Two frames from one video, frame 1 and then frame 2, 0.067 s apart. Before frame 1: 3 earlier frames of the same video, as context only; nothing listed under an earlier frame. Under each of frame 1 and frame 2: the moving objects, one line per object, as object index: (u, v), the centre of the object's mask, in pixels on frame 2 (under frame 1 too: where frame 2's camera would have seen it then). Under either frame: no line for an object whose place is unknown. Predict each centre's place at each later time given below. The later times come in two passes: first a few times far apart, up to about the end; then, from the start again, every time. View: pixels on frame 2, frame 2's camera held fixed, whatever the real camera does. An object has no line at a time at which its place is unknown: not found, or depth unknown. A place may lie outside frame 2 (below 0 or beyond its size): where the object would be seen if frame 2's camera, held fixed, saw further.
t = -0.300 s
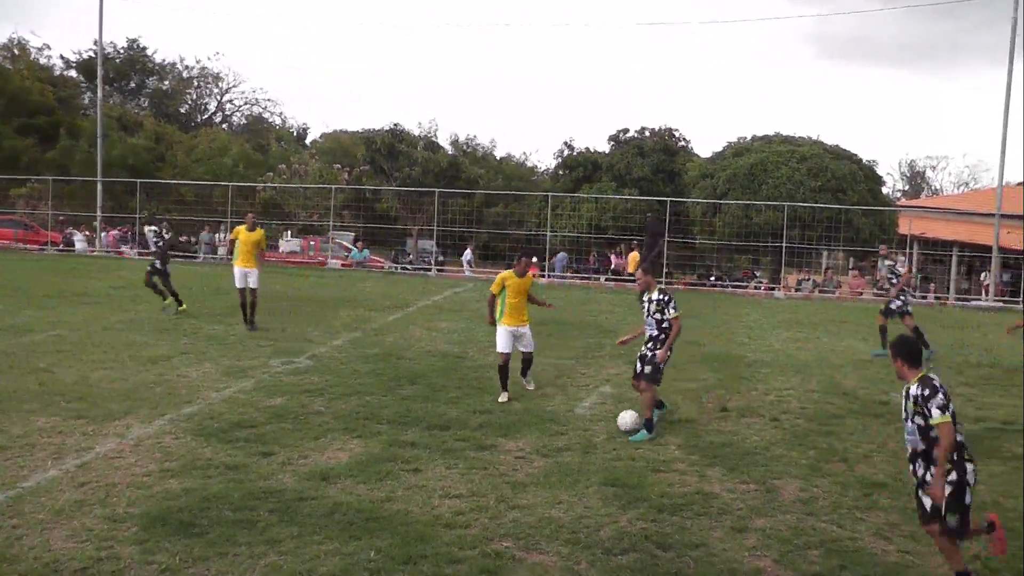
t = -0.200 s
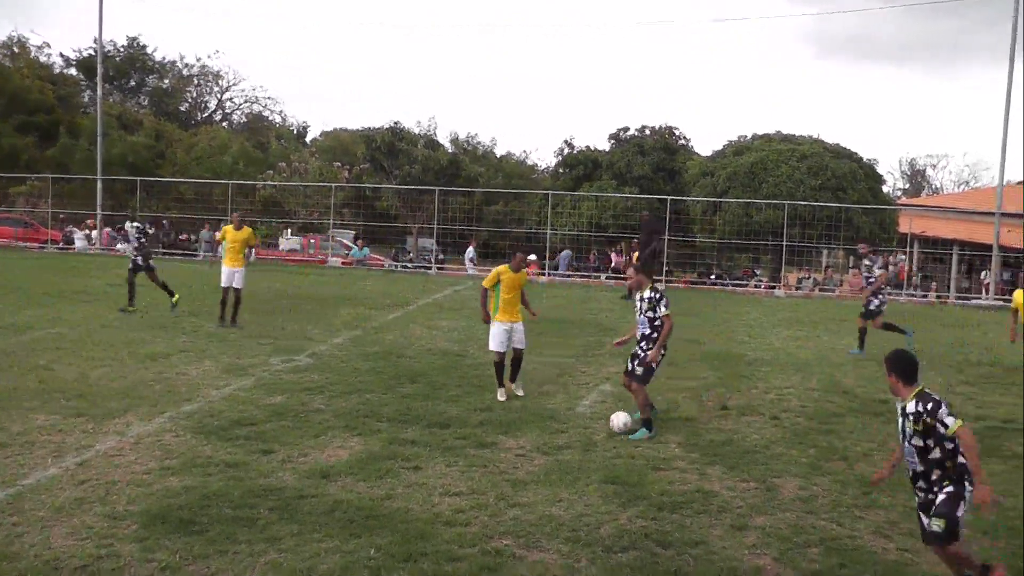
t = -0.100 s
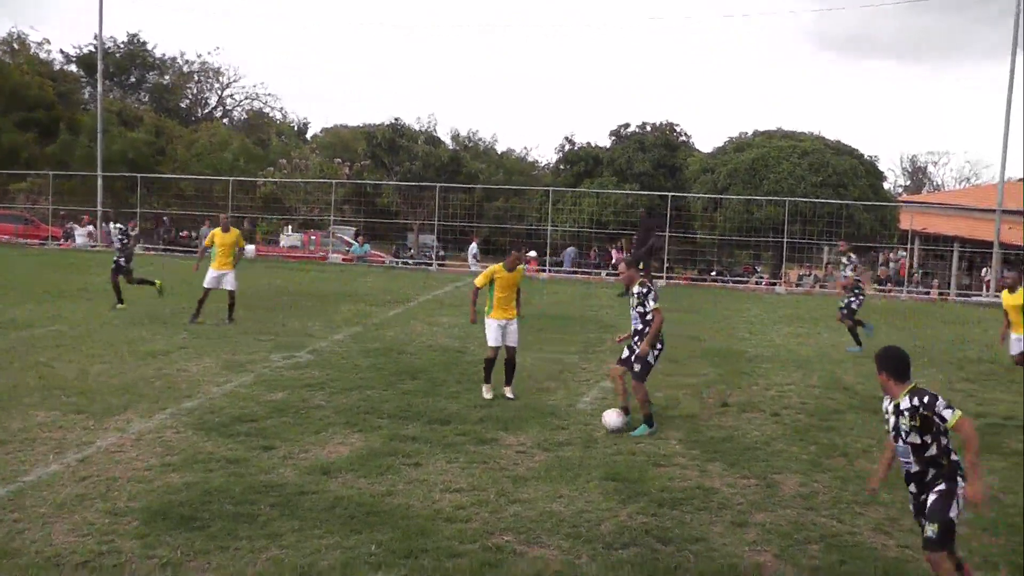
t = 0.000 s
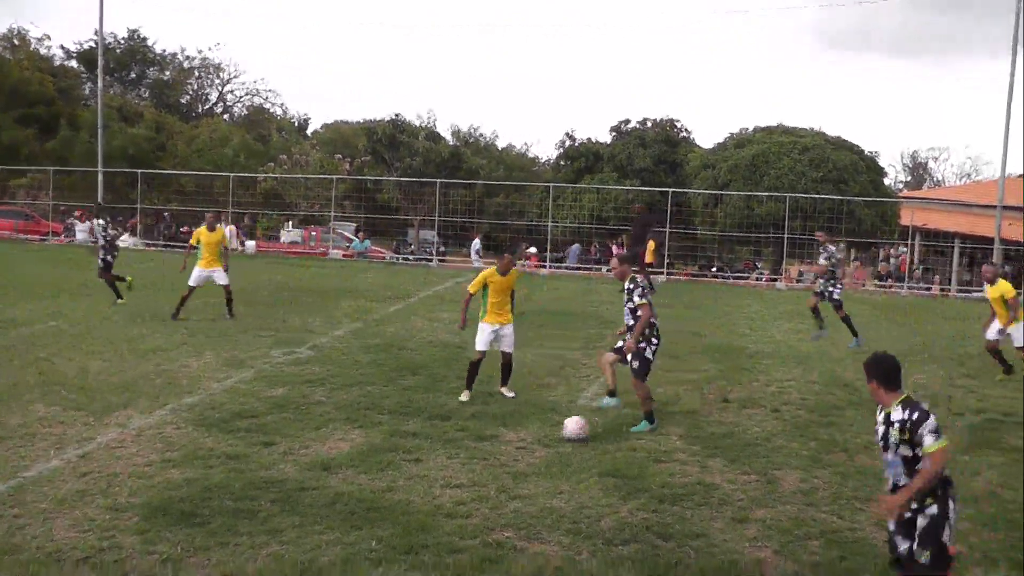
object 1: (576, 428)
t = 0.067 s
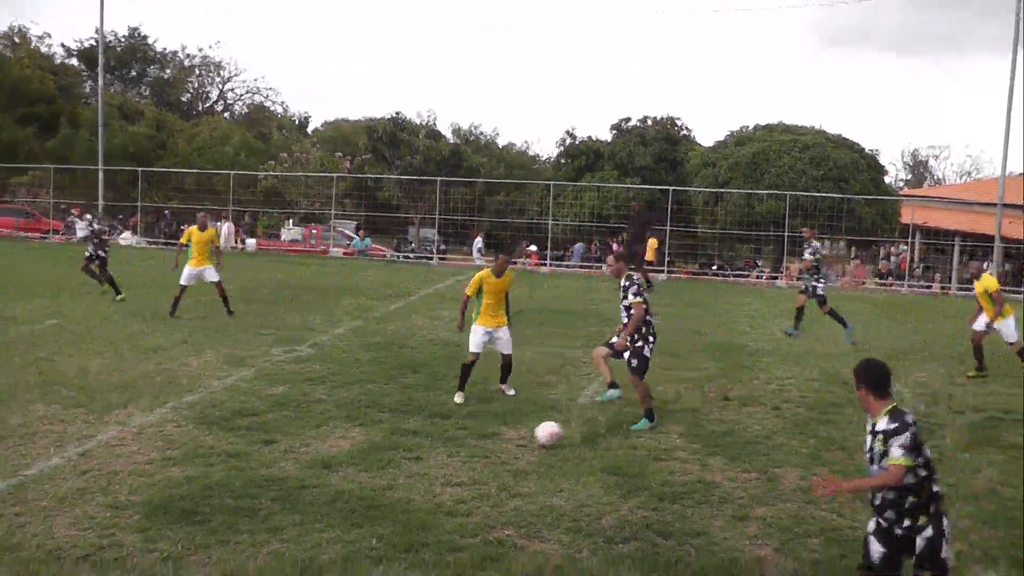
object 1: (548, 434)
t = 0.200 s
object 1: (494, 453)
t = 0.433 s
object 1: (393, 483)
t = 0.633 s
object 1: (306, 512)
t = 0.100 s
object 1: (535, 436)
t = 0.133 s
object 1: (521, 441)
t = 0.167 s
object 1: (508, 446)
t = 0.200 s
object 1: (494, 453)
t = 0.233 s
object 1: (479, 459)
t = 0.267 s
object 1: (465, 463)
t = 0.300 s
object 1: (450, 468)
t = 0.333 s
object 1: (437, 471)
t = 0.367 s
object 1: (423, 474)
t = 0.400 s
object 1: (409, 478)
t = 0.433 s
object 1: (393, 483)
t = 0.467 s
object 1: (379, 488)
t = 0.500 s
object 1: (364, 493)
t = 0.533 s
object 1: (351, 497)
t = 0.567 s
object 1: (336, 501)
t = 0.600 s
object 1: (321, 506)
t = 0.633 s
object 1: (306, 512)
